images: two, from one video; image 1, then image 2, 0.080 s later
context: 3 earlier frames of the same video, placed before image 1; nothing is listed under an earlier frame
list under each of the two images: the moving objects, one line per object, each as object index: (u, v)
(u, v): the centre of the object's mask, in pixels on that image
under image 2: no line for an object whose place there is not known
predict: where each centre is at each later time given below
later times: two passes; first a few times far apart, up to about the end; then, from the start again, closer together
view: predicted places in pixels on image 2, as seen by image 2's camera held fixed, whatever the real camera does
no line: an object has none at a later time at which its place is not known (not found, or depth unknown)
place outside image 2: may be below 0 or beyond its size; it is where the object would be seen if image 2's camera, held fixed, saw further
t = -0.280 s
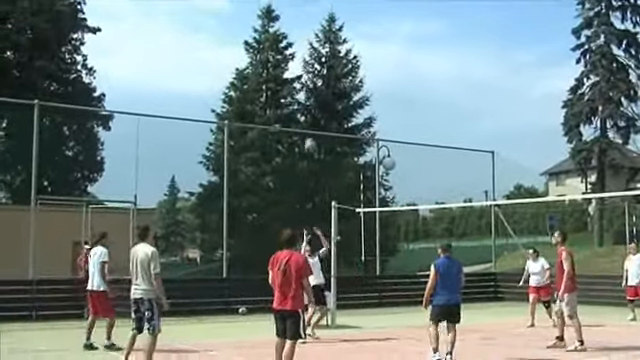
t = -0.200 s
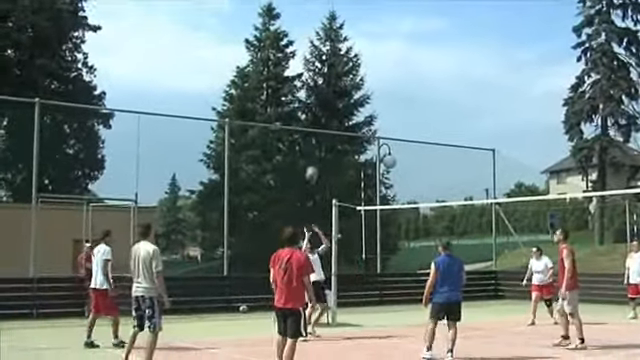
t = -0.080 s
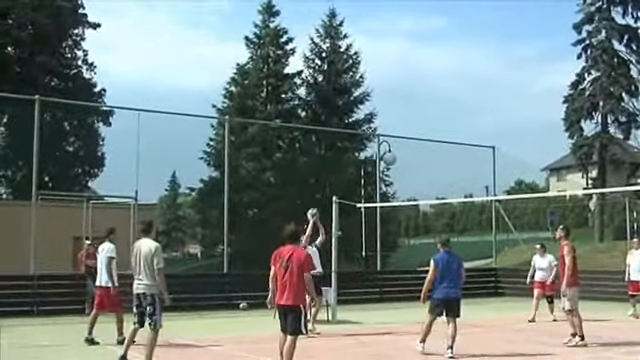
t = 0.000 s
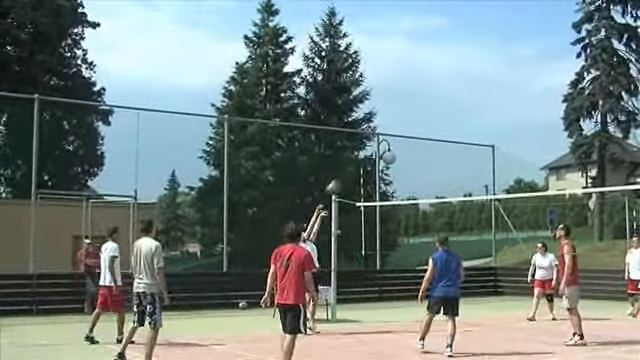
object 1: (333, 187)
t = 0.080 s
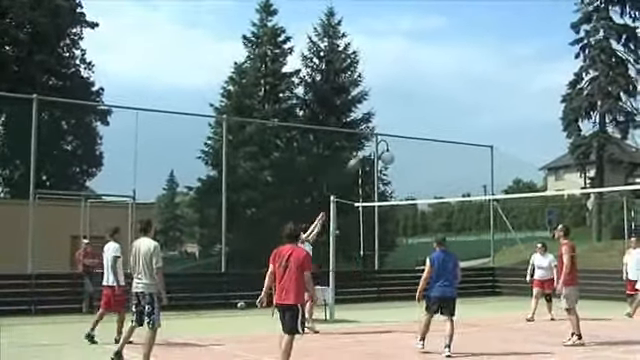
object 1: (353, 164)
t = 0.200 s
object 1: (388, 136)
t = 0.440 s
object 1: (451, 102)
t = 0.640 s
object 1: (503, 98)
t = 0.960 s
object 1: (580, 129)
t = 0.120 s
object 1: (366, 155)
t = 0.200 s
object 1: (388, 136)
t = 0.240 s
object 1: (398, 127)
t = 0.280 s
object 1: (409, 120)
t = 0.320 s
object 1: (420, 115)
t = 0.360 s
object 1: (431, 110)
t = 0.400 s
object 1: (441, 106)
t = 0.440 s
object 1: (451, 102)
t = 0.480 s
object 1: (462, 100)
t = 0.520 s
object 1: (472, 98)
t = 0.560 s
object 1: (482, 98)
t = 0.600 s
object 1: (492, 97)
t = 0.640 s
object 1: (503, 98)
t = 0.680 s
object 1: (512, 100)
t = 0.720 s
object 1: (522, 102)
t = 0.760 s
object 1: (533, 105)
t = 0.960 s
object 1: (580, 129)
